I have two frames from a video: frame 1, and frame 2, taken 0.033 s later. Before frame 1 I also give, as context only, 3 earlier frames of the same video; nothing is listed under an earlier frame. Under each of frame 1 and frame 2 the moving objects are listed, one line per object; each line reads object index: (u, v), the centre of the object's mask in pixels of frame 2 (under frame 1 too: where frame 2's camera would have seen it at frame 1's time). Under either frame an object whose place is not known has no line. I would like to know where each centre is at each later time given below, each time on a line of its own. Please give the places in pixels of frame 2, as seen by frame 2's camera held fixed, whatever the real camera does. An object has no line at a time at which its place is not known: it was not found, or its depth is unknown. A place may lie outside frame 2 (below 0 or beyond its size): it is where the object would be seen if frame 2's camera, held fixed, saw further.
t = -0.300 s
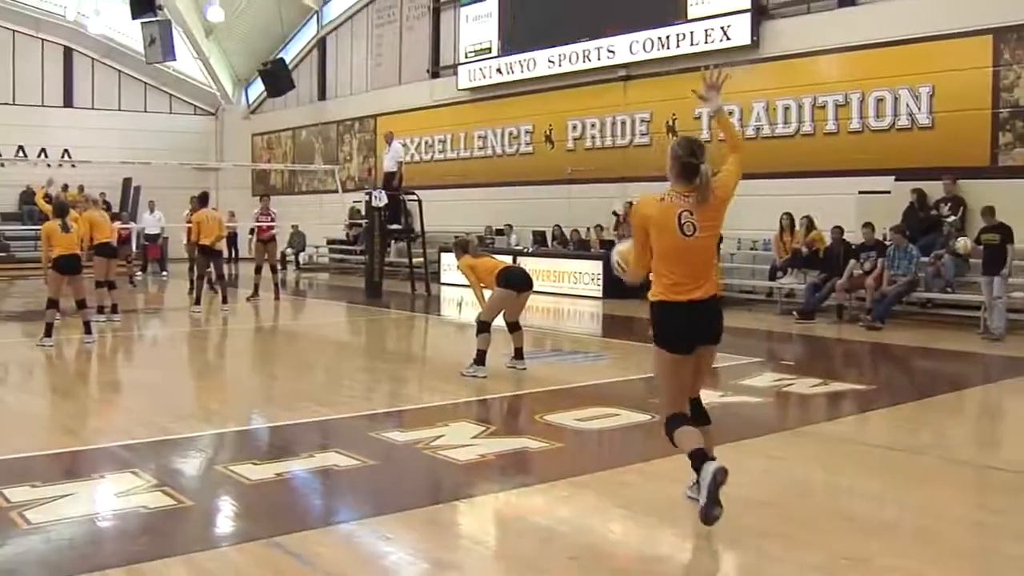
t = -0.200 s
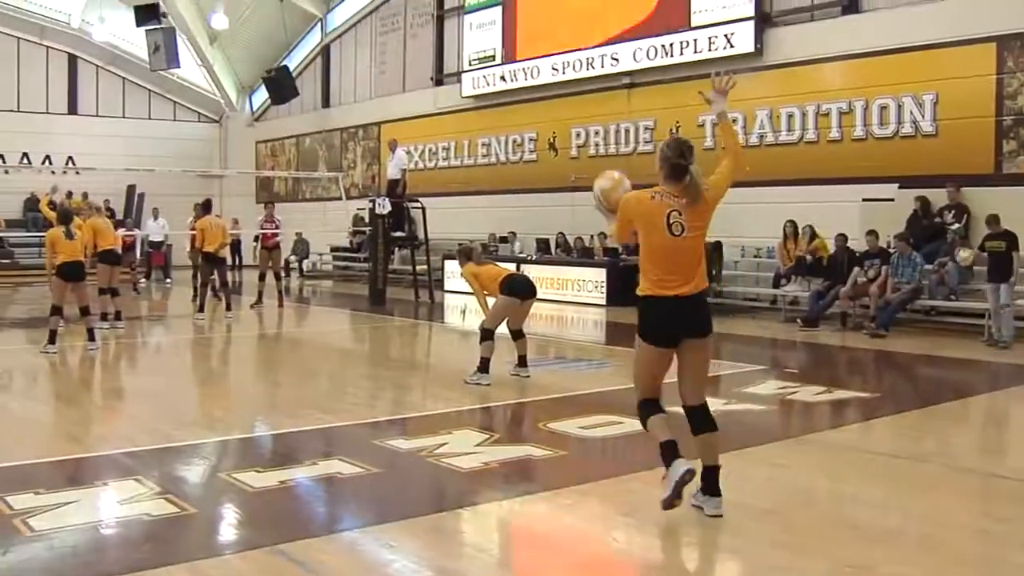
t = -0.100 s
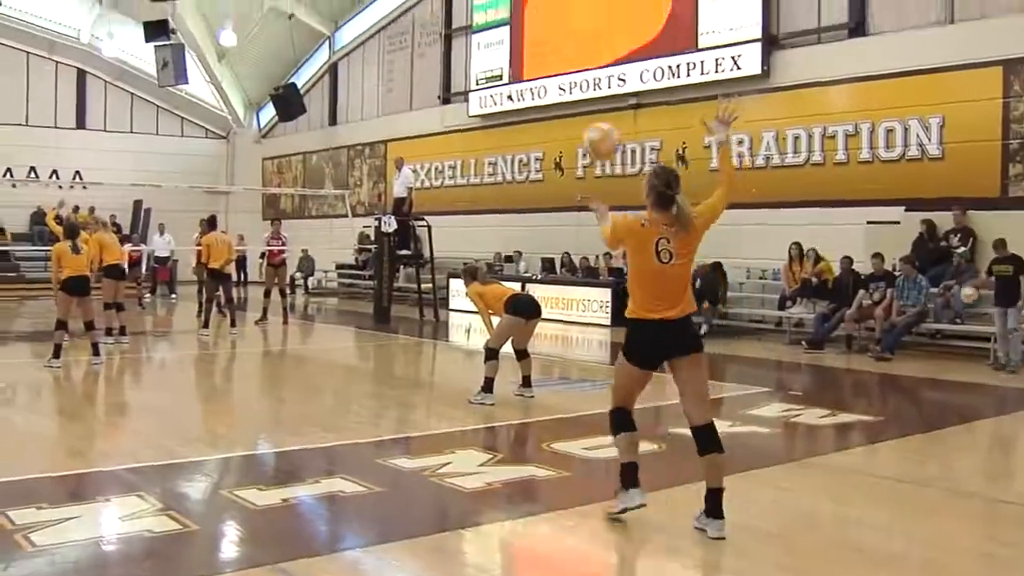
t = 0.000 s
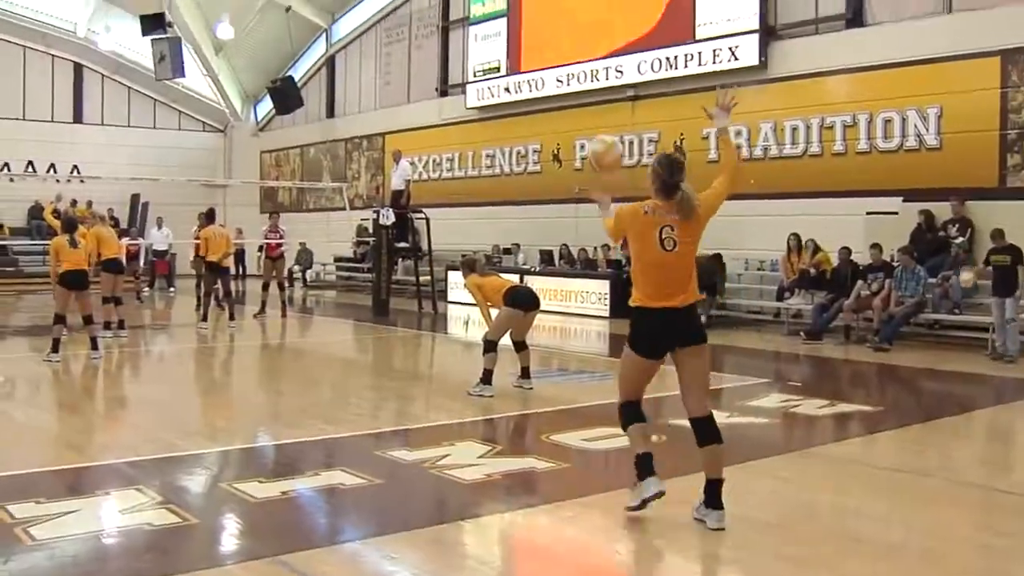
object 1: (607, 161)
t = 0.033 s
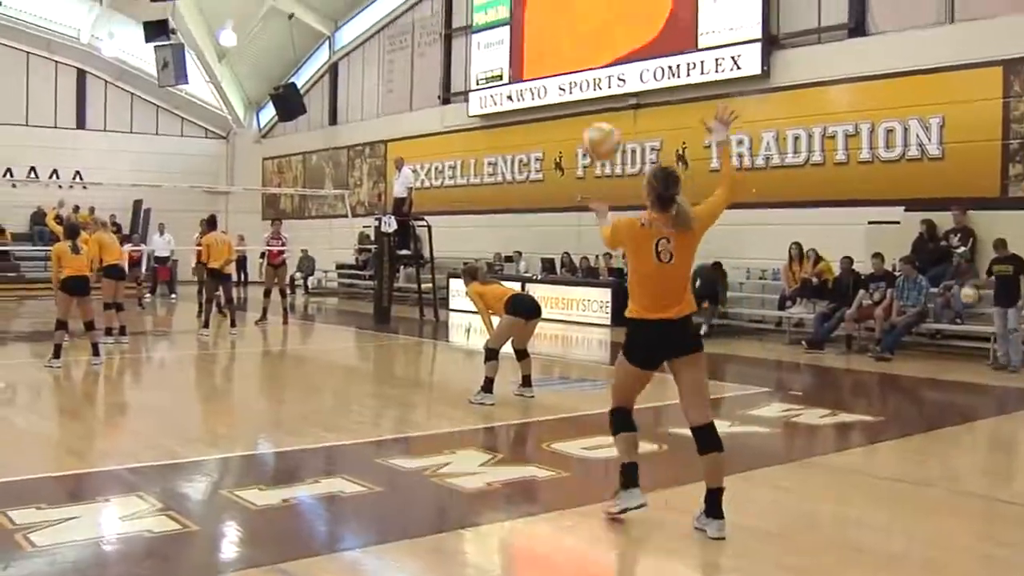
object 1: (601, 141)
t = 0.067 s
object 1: (594, 124)
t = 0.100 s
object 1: (588, 114)
